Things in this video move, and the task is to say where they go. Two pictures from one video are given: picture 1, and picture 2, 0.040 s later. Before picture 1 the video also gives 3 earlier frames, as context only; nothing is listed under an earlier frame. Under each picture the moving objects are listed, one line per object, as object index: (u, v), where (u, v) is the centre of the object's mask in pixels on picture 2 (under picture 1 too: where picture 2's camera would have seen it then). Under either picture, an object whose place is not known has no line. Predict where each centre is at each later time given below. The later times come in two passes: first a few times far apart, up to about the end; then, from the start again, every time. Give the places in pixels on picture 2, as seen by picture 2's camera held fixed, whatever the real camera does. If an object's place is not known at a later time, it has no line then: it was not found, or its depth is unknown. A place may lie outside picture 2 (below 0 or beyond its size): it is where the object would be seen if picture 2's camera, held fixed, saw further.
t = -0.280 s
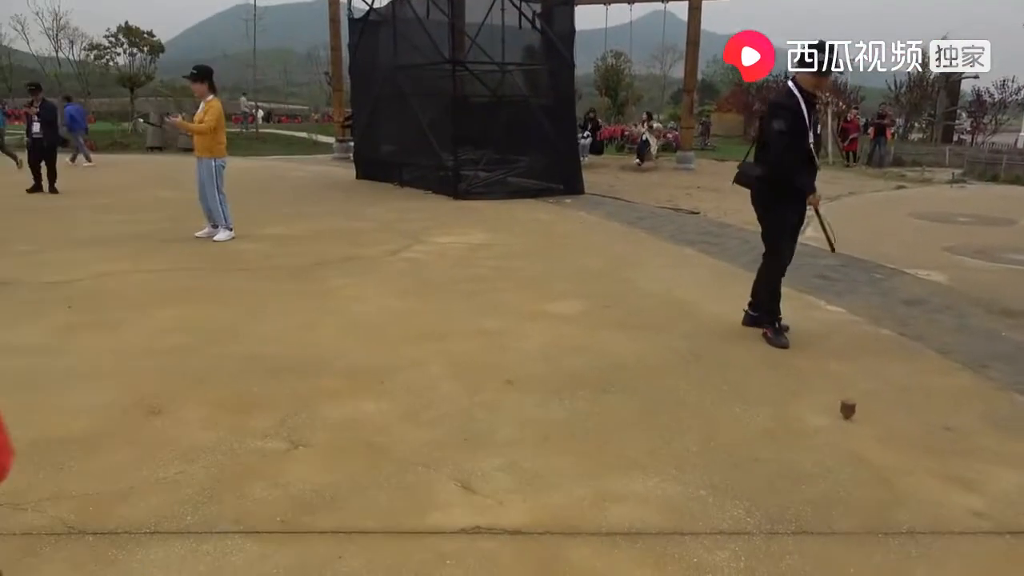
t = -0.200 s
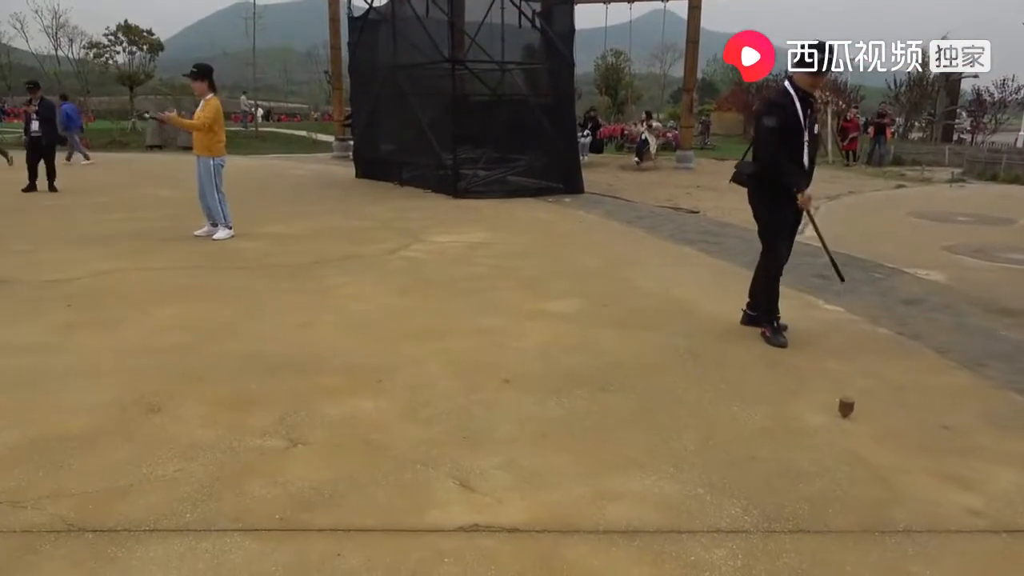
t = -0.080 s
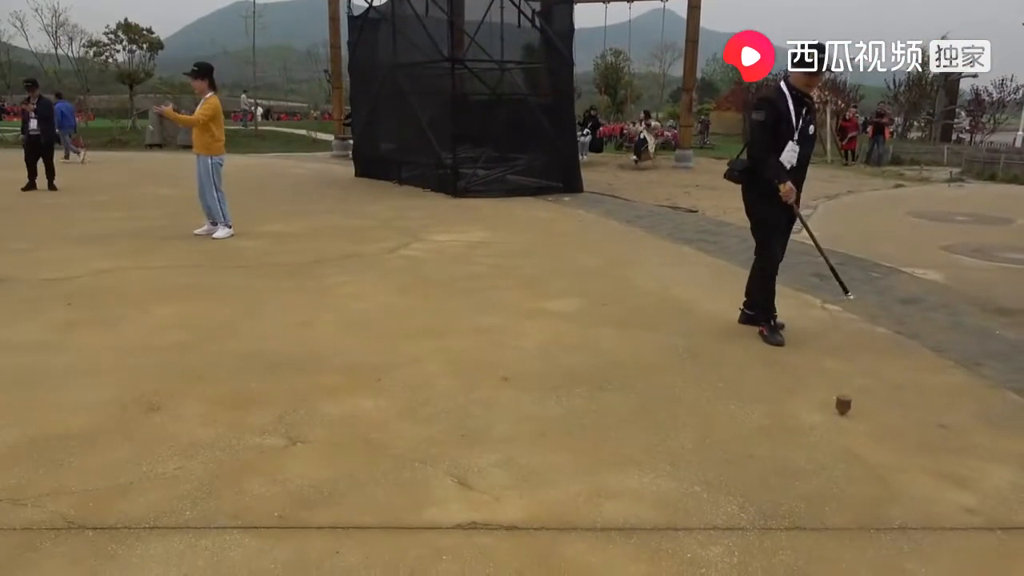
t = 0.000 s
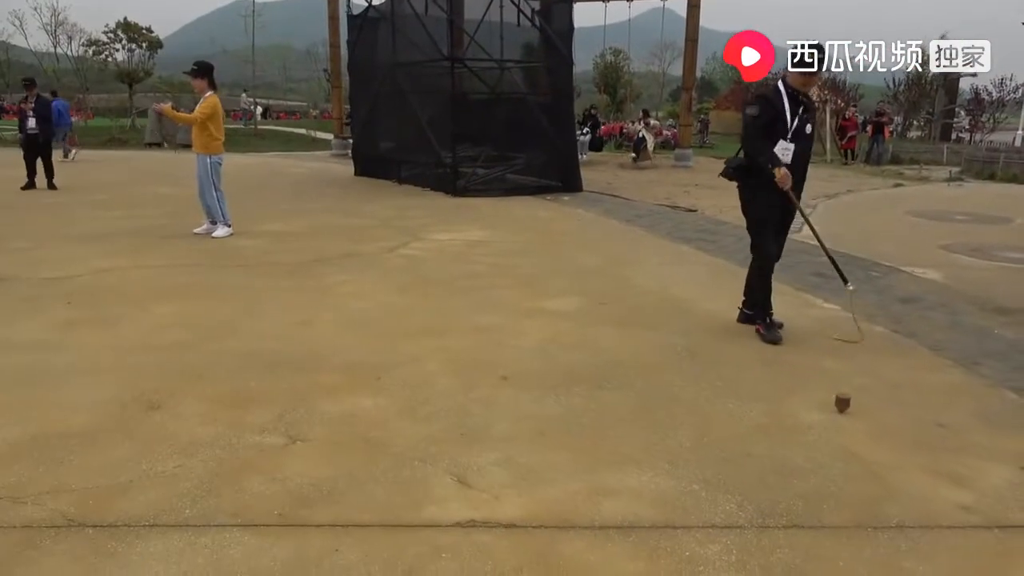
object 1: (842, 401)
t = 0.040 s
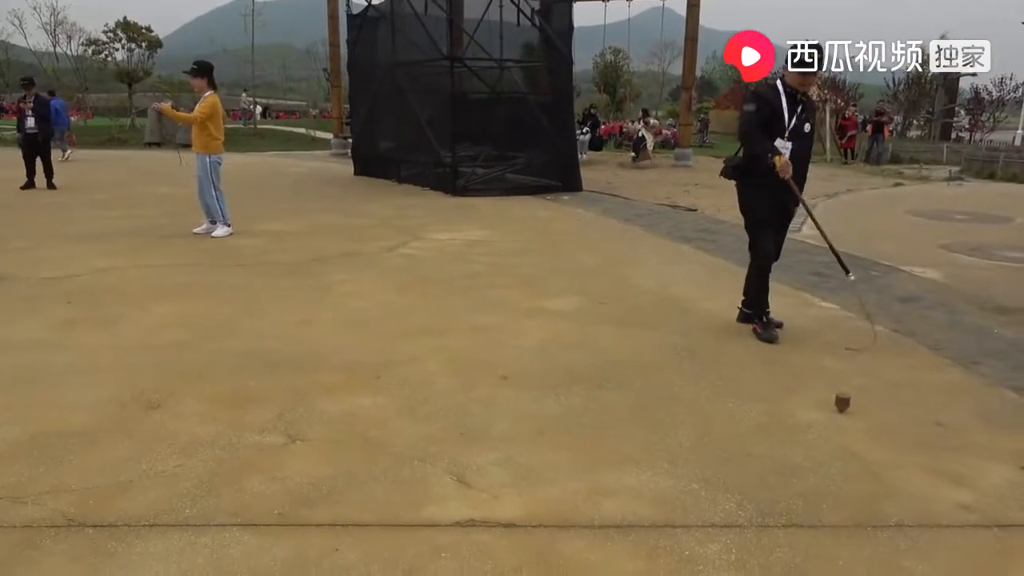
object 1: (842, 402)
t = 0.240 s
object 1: (841, 401)
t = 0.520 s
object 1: (840, 399)
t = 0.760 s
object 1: (837, 398)
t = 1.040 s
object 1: (852, 396)
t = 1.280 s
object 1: (851, 394)
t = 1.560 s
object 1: (845, 392)
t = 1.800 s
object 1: (846, 391)
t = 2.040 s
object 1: (847, 392)
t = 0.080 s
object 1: (843, 401)
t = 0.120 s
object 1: (842, 401)
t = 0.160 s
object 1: (842, 401)
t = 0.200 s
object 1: (841, 401)
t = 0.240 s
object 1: (841, 401)
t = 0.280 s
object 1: (841, 400)
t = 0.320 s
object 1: (841, 400)
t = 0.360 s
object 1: (842, 400)
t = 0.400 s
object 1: (841, 400)
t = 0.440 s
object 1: (840, 399)
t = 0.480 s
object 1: (840, 399)
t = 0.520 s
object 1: (840, 399)
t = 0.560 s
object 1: (839, 399)
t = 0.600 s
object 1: (838, 399)
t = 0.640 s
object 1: (838, 399)
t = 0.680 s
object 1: (838, 399)
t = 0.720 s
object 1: (838, 399)
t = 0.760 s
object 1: (837, 398)
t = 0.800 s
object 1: (836, 399)
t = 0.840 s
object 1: (837, 399)
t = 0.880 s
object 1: (840, 396)
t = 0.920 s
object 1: (843, 396)
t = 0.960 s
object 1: (847, 397)
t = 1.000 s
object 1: (850, 396)
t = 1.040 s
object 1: (852, 396)
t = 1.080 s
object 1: (853, 396)
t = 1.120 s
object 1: (853, 395)
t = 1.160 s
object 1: (852, 395)
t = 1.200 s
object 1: (852, 395)
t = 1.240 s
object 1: (852, 394)
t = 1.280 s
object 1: (851, 394)
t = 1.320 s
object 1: (851, 394)
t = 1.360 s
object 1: (849, 393)
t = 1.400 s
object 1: (848, 393)
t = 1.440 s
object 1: (848, 392)
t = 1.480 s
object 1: (847, 392)
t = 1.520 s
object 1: (846, 392)
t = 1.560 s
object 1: (845, 392)
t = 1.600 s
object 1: (845, 392)
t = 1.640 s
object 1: (846, 392)
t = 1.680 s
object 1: (846, 392)
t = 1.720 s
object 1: (846, 392)
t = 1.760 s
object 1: (846, 391)
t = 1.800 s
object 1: (846, 391)
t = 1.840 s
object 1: (846, 392)
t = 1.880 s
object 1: (845, 392)
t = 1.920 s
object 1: (845, 392)
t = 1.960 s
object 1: (845, 392)
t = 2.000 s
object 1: (846, 392)
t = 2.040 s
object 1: (847, 392)
